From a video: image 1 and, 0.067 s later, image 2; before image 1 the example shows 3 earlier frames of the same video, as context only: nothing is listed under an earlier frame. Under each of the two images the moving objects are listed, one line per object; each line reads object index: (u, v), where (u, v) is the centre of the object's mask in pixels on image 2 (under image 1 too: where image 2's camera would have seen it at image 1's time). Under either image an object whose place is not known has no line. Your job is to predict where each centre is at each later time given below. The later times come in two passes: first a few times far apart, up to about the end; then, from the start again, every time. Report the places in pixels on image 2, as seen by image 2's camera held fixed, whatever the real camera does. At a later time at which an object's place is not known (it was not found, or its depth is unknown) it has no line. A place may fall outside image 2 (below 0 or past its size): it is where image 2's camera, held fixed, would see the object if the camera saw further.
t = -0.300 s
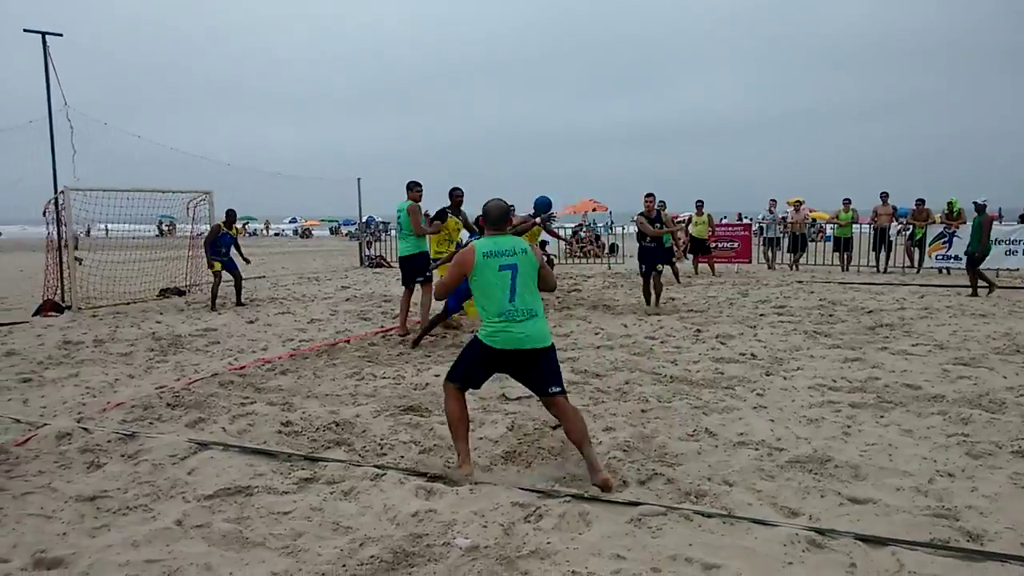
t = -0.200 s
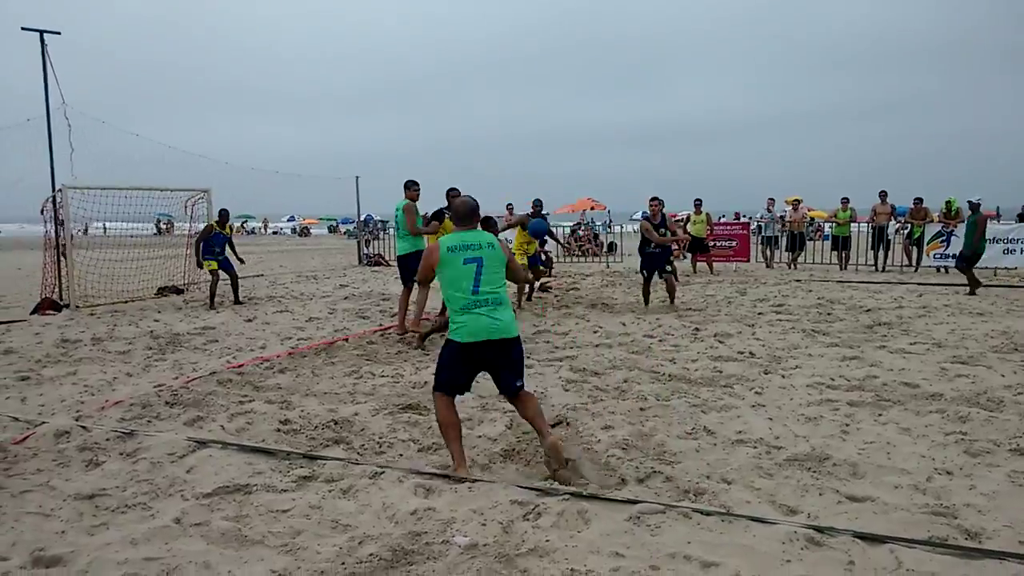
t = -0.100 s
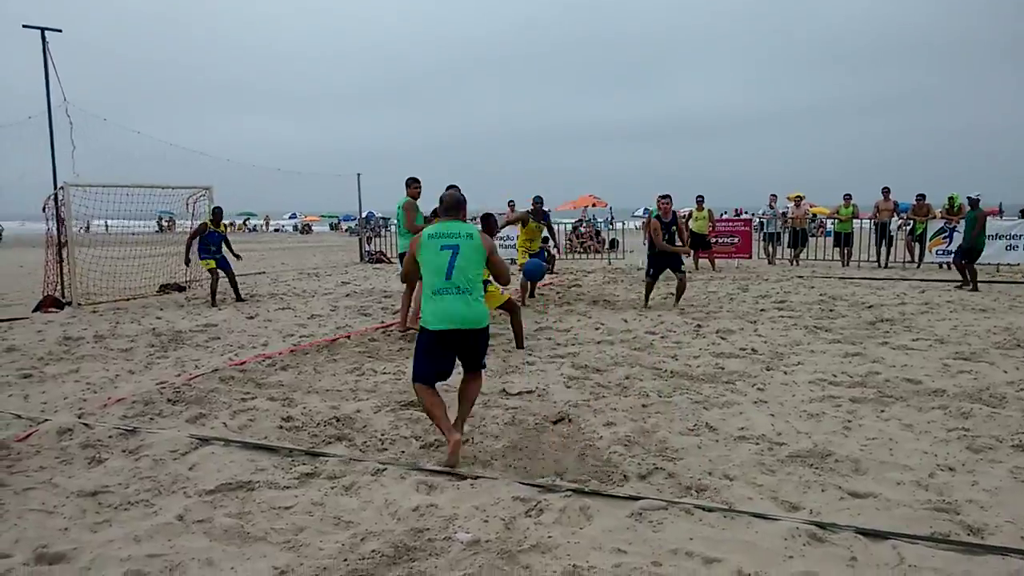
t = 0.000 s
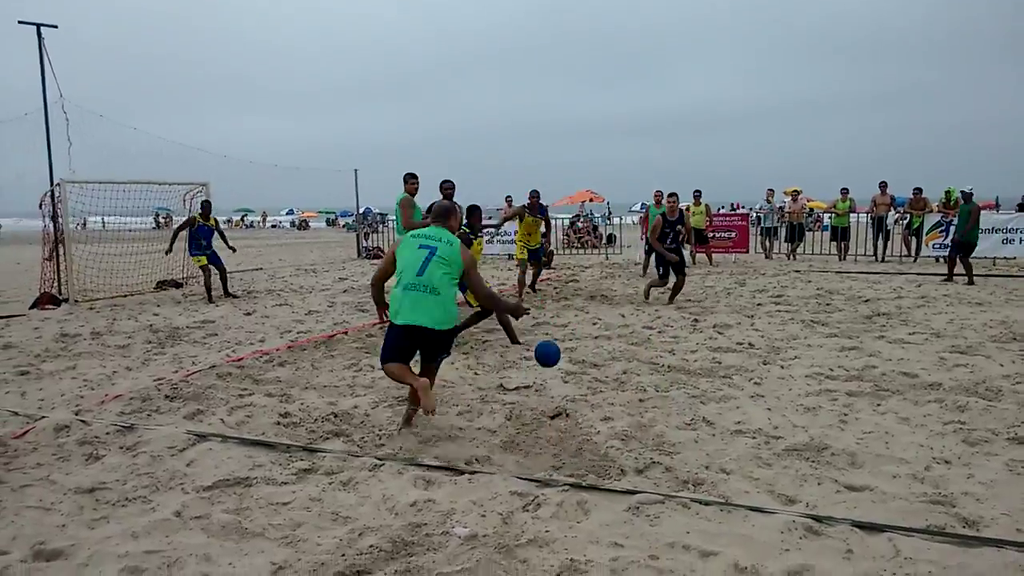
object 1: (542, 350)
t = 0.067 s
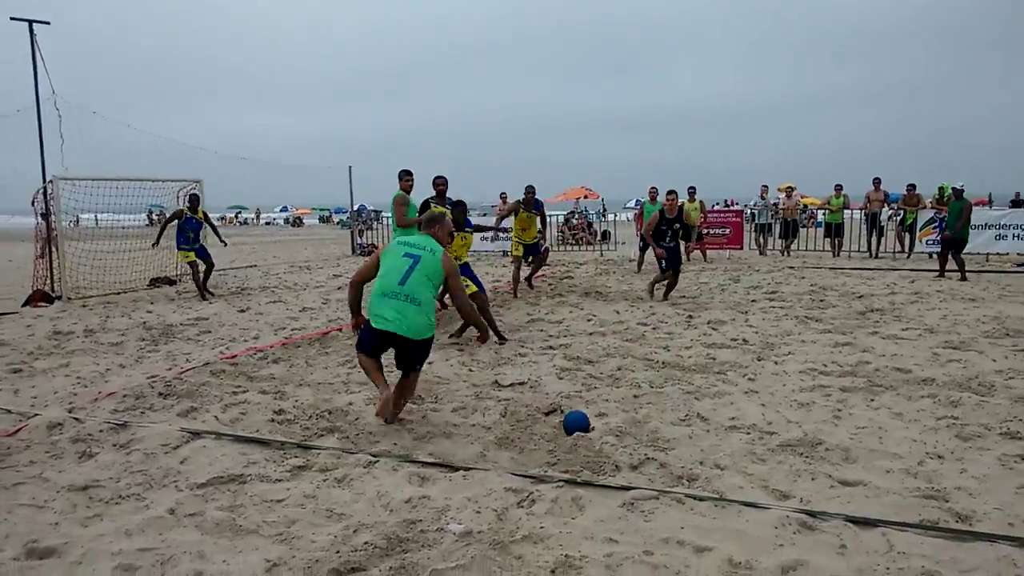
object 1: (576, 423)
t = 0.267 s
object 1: (664, 414)
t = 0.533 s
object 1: (824, 489)
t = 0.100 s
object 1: (589, 418)
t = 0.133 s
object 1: (603, 414)
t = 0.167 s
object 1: (617, 411)
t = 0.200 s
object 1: (632, 410)
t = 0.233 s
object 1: (647, 411)
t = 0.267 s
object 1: (664, 414)
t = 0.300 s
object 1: (681, 419)
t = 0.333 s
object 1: (699, 425)
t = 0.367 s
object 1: (718, 435)
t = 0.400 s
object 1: (738, 448)
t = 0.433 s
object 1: (758, 463)
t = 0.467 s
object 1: (780, 481)
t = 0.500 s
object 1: (802, 493)
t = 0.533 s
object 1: (824, 489)
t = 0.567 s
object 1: (847, 487)
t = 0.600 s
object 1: (869, 486)
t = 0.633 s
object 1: (892, 487)
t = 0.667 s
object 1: (915, 491)
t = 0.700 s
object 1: (940, 498)
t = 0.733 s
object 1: (965, 508)
